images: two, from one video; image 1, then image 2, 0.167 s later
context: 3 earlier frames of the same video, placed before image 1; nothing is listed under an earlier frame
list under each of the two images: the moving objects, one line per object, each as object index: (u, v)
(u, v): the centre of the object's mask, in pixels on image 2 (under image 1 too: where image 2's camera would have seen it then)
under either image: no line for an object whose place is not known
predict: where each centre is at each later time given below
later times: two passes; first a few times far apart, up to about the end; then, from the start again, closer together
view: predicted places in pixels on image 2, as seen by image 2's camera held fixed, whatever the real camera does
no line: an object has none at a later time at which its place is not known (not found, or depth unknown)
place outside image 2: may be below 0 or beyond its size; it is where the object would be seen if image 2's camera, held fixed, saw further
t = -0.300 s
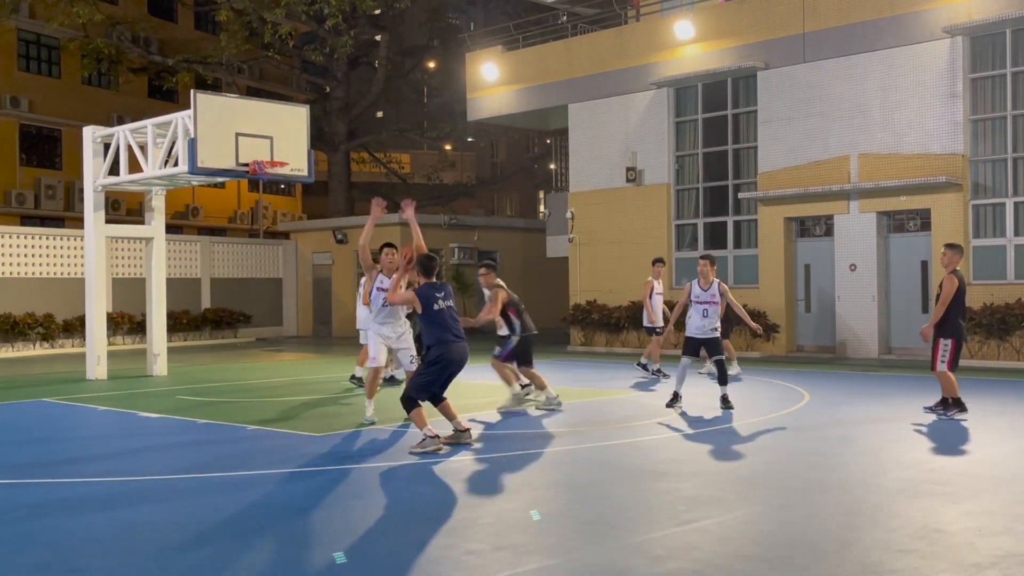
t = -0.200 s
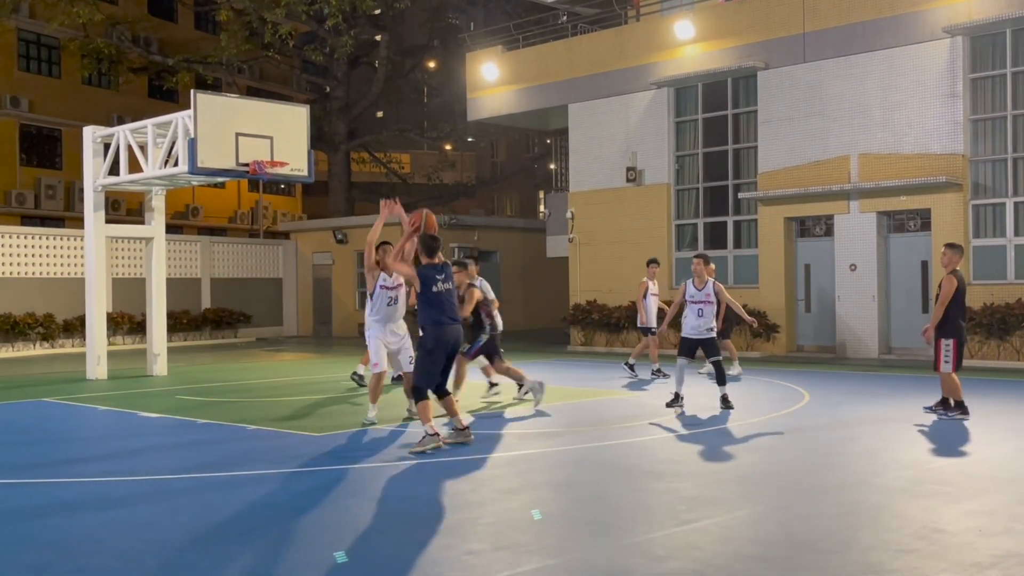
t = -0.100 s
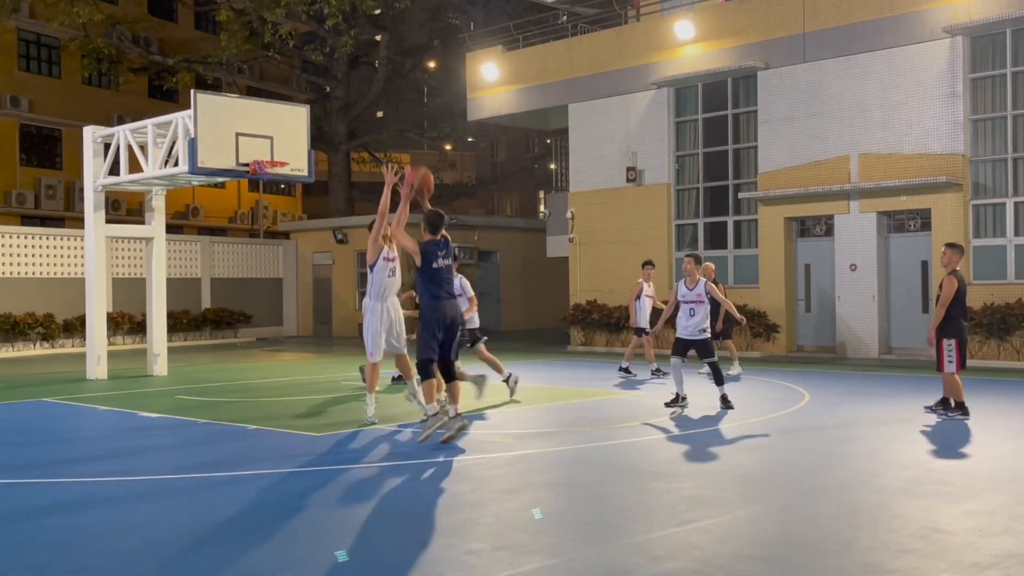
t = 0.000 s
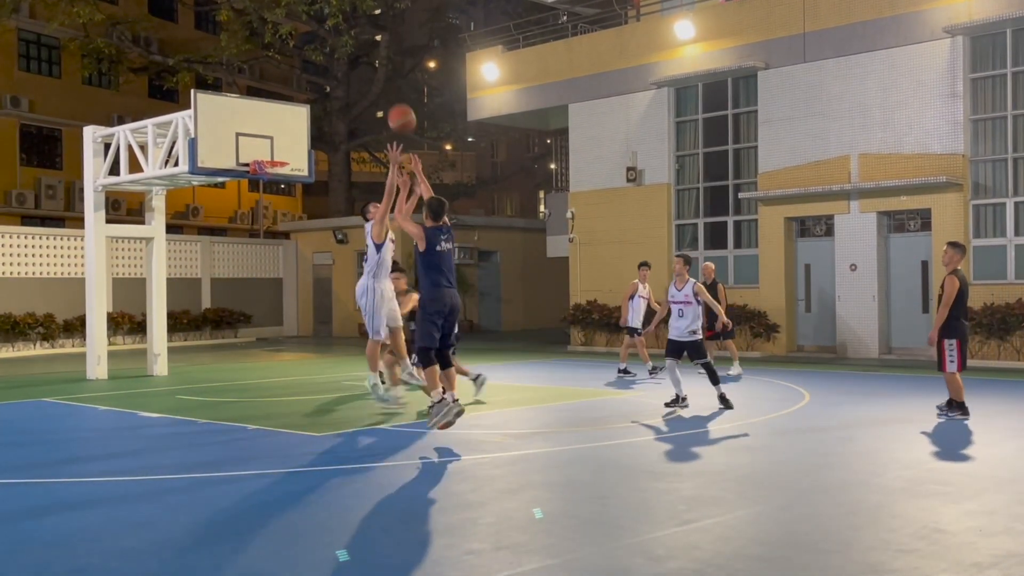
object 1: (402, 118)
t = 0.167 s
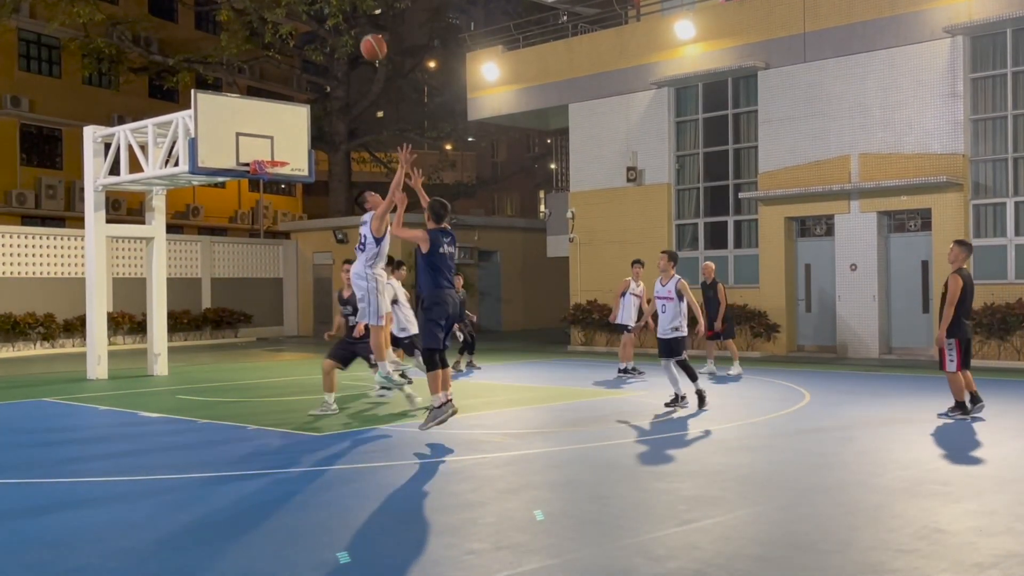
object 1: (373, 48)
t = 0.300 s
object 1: (354, 17)
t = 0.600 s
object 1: (318, 14)
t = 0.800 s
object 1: (298, 54)
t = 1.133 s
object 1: (275, 170)
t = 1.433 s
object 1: (283, 182)
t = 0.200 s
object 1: (368, 38)
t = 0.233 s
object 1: (363, 30)
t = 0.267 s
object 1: (358, 22)
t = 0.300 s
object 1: (354, 17)
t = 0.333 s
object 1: (349, 12)
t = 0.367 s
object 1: (345, 9)
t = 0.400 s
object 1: (341, 8)
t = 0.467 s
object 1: (333, 8)
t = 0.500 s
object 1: (329, 8)
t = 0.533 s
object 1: (325, 9)
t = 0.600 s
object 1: (318, 14)
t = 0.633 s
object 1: (314, 19)
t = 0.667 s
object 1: (311, 24)
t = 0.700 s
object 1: (308, 30)
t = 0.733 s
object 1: (305, 37)
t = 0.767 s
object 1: (301, 45)
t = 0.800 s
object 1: (298, 54)
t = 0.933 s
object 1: (287, 92)
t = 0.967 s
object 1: (285, 104)
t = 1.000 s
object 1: (281, 117)
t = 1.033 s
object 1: (279, 129)
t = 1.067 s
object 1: (277, 142)
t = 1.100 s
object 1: (274, 155)
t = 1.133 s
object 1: (275, 170)
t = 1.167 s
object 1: (274, 175)
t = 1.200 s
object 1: (276, 177)
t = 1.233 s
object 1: (277, 178)
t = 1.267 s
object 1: (279, 178)
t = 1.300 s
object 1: (279, 177)
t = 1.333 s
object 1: (280, 177)
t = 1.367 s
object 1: (281, 178)
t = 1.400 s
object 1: (282, 180)
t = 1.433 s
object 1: (283, 182)
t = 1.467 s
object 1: (284, 185)
